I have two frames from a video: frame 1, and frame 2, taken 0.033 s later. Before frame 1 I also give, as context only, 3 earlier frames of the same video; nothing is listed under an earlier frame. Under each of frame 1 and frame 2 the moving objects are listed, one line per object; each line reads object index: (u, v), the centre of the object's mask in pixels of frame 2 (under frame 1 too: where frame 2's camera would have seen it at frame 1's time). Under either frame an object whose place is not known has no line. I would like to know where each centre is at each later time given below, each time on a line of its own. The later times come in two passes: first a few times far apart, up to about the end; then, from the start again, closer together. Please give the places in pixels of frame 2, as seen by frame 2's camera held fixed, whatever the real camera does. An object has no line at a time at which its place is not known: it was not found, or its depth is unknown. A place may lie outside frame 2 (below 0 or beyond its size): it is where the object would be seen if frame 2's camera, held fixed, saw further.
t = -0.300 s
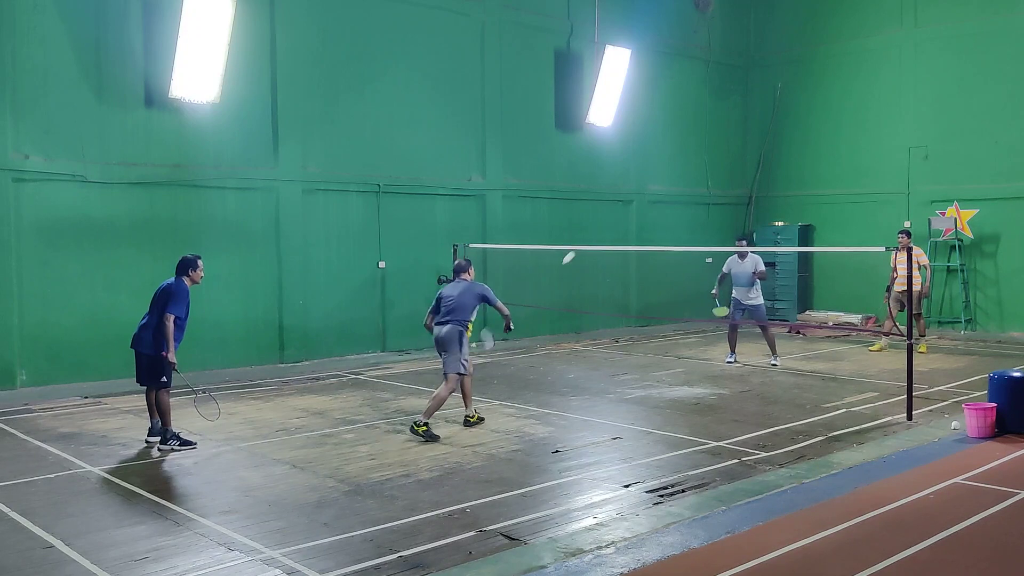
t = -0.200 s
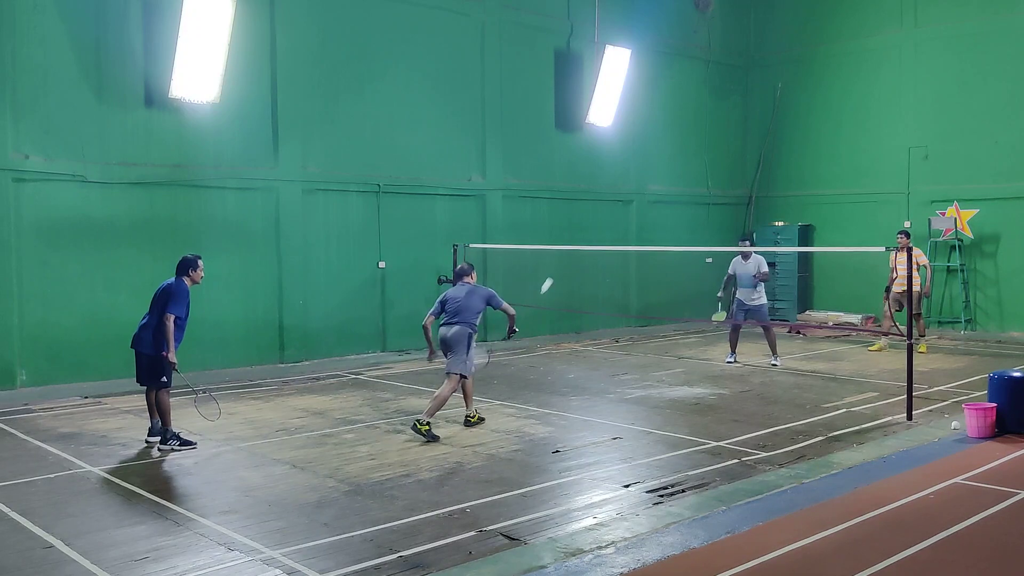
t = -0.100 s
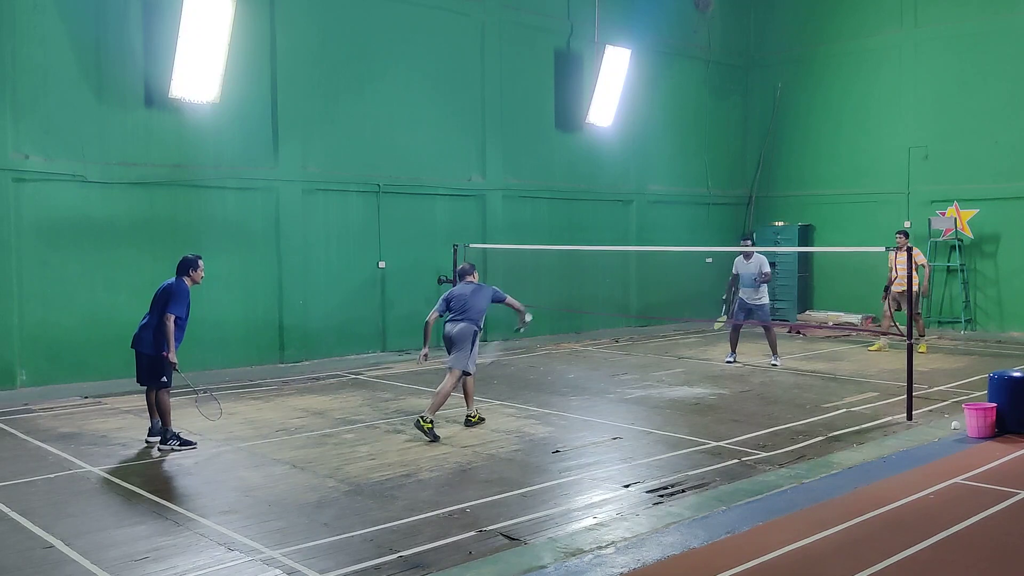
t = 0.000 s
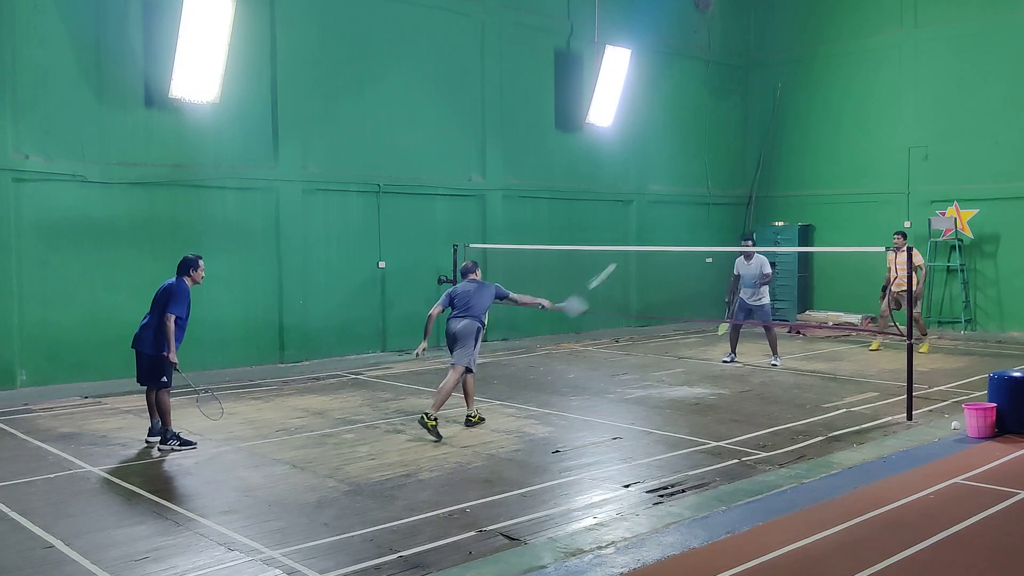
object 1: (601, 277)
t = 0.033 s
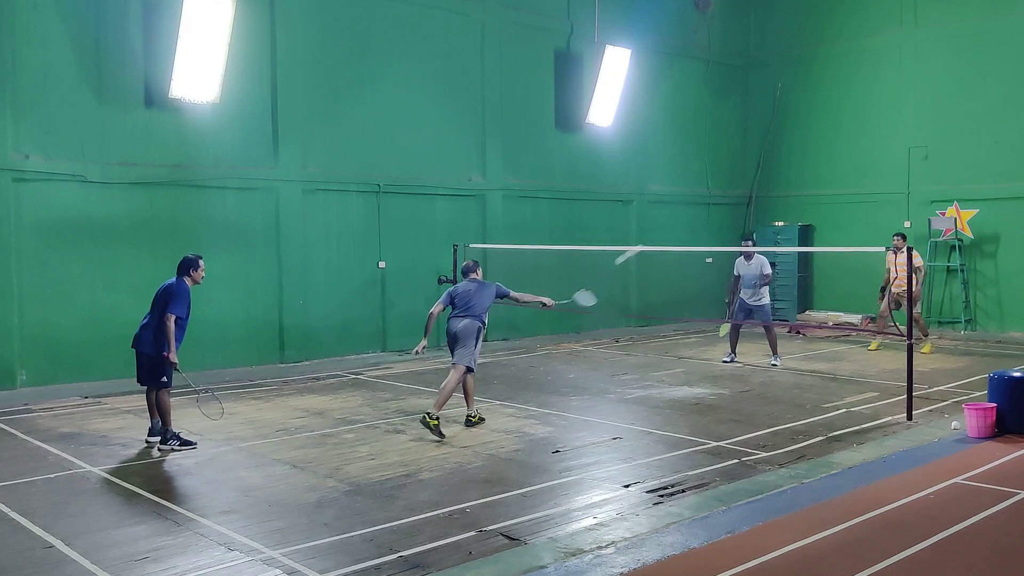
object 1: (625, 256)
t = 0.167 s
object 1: (726, 207)
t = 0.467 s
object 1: (850, 185)
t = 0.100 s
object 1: (684, 228)
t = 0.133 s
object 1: (707, 217)
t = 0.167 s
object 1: (726, 207)
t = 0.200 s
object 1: (745, 200)
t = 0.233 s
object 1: (761, 194)
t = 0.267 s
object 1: (777, 190)
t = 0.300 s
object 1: (791, 187)
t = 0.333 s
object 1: (805, 184)
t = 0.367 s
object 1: (817, 183)
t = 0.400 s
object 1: (829, 183)
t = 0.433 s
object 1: (840, 183)
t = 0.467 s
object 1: (850, 185)
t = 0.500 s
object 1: (860, 188)
